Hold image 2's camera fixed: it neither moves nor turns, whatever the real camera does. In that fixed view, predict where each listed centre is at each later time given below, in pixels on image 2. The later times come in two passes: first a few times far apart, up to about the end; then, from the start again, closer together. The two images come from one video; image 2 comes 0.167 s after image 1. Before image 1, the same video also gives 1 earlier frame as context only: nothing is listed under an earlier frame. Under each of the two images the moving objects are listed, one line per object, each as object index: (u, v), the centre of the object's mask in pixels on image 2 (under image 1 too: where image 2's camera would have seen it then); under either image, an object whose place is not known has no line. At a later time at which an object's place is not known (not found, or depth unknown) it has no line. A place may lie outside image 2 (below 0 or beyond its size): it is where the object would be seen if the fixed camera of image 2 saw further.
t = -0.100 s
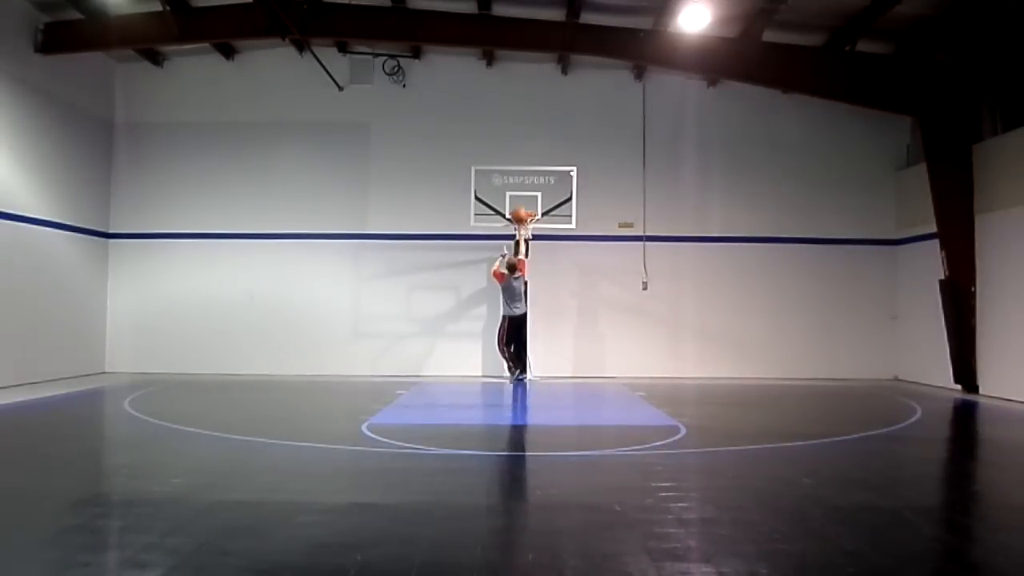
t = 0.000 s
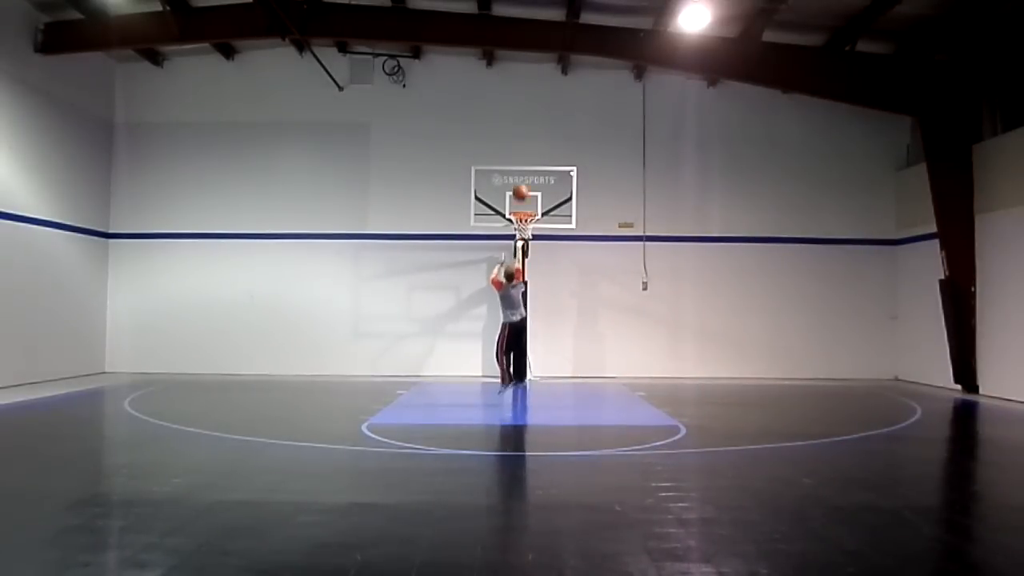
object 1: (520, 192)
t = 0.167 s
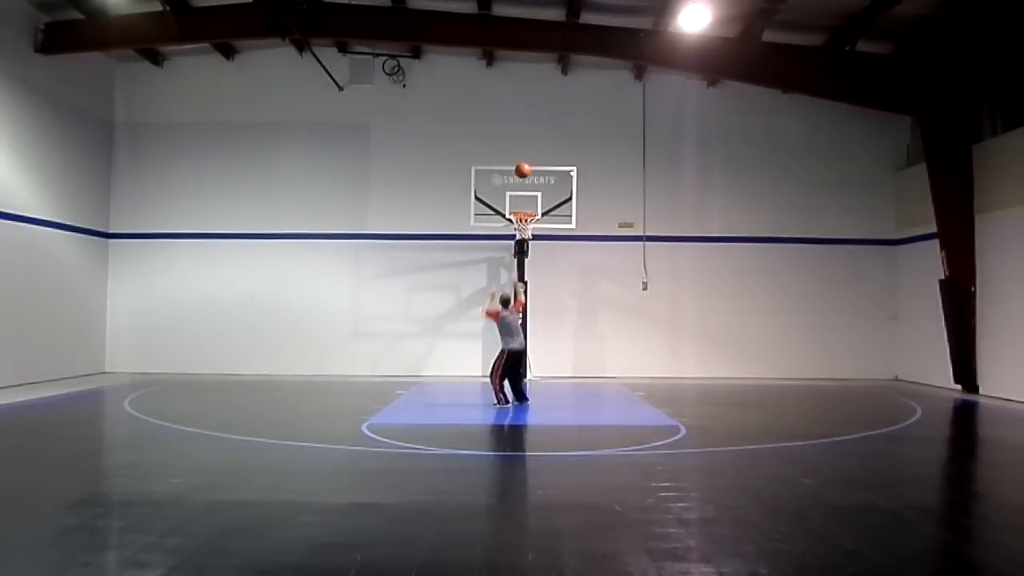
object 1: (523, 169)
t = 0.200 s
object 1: (523, 168)
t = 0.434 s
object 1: (525, 172)
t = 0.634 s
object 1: (526, 200)
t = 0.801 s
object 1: (526, 235)
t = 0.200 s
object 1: (523, 168)
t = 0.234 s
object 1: (523, 166)
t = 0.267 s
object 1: (524, 166)
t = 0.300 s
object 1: (524, 166)
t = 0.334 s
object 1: (524, 166)
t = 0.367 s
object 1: (525, 167)
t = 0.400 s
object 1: (525, 169)
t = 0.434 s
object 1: (525, 172)
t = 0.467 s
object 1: (526, 175)
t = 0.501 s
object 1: (525, 179)
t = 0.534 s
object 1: (526, 184)
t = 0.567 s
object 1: (526, 188)
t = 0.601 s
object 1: (527, 193)
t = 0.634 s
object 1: (526, 200)
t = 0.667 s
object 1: (527, 205)
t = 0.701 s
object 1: (527, 208)
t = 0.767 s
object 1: (529, 231)
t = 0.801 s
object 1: (526, 235)
